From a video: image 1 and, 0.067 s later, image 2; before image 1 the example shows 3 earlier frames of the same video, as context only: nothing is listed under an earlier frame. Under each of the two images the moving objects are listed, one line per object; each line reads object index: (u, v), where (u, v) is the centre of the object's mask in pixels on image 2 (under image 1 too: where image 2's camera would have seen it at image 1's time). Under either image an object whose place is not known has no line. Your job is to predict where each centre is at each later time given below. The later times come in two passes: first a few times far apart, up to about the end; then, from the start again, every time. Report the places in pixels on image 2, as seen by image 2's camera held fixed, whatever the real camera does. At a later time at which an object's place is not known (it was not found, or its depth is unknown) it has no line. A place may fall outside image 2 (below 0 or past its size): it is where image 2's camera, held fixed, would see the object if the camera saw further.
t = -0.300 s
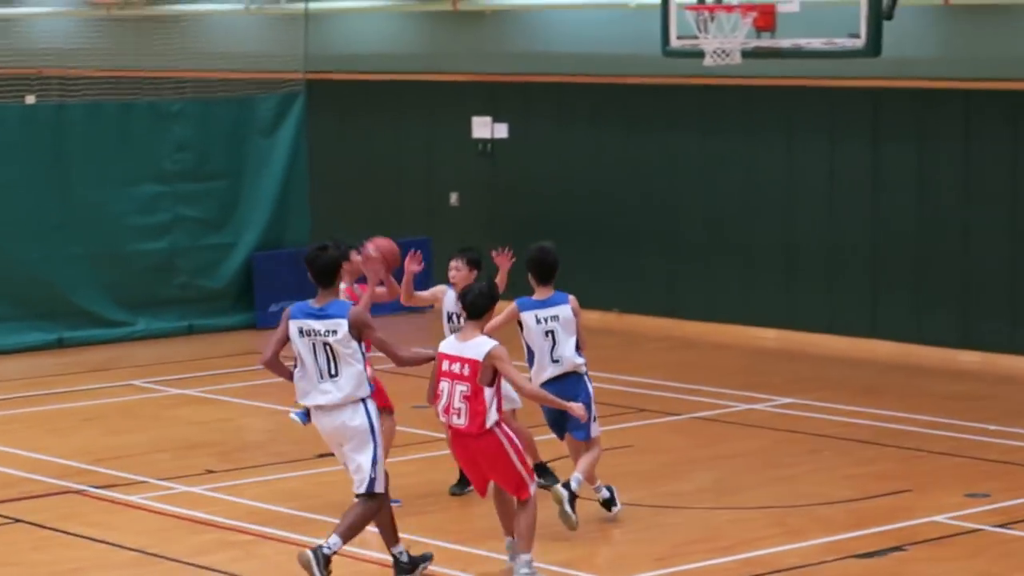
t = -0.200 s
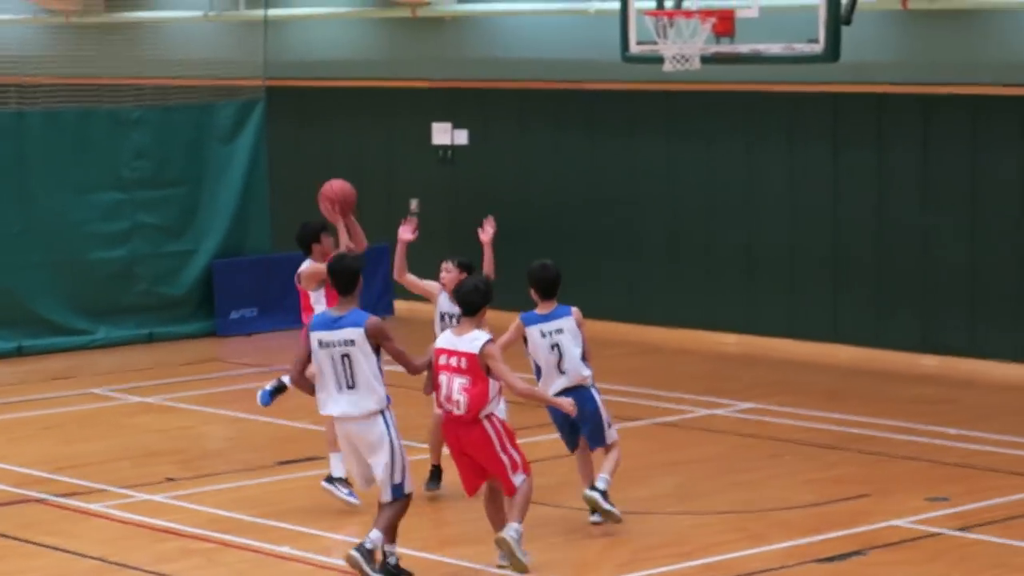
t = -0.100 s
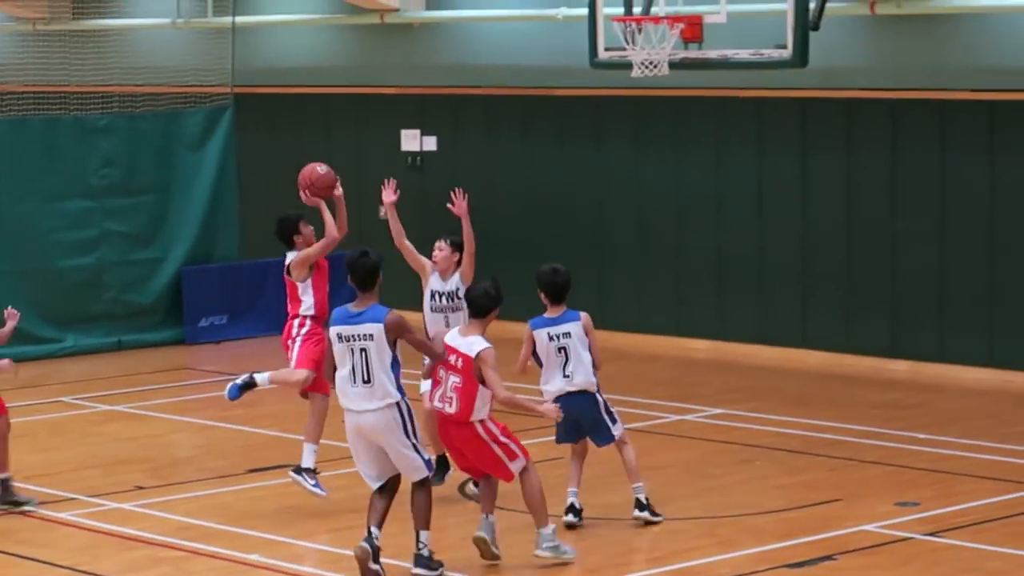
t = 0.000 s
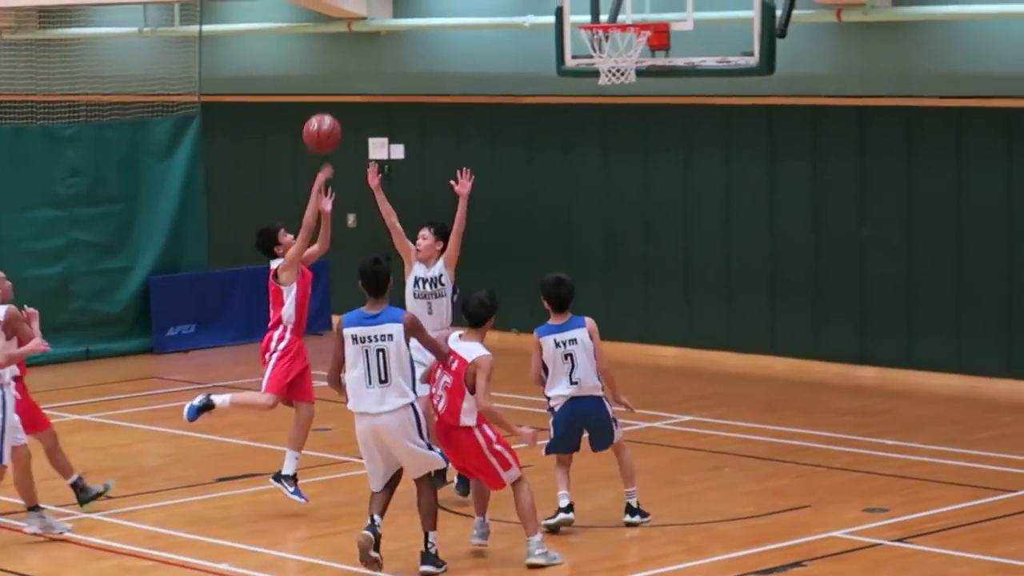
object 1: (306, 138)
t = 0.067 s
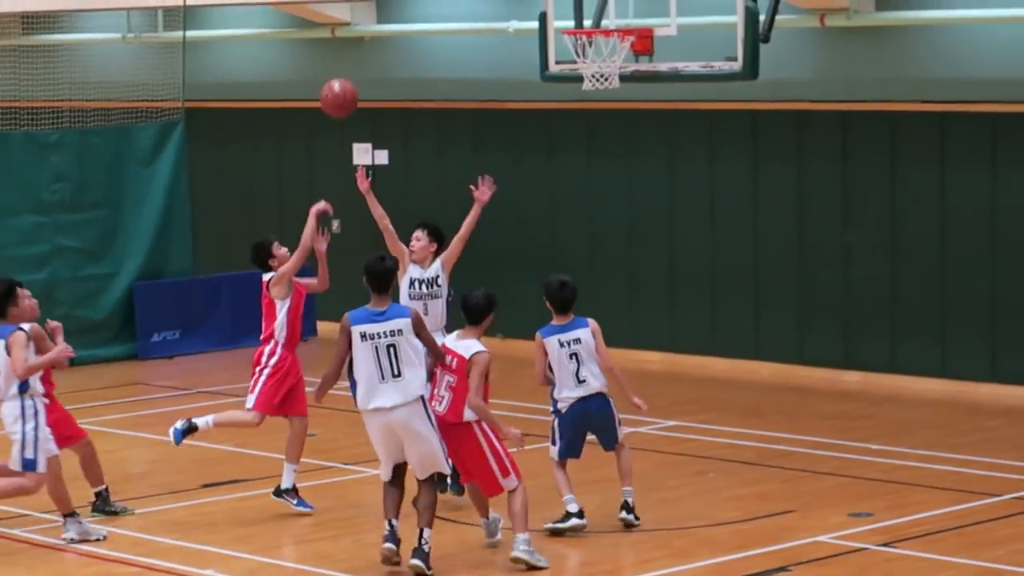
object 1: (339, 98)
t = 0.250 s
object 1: (428, 20)
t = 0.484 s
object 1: (539, -2)
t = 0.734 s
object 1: (584, 13)
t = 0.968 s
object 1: (533, 49)
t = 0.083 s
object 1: (347, 88)
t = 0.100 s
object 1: (355, 80)
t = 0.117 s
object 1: (363, 71)
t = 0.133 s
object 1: (371, 63)
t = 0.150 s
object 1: (379, 56)
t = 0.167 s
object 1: (387, 49)
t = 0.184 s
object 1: (396, 43)
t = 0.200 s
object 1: (404, 36)
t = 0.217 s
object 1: (412, 31)
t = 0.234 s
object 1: (420, 25)
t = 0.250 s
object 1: (428, 20)
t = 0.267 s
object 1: (436, 16)
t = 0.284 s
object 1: (444, 12)
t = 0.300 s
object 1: (452, 8)
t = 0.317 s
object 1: (461, 5)
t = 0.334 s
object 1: (468, 3)
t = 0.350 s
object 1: (477, 1)
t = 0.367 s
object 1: (484, 0)
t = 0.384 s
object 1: (492, -1)
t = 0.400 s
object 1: (500, -2)
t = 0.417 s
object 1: (508, -2)
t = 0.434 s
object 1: (516, -2)
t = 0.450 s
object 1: (524, -2)
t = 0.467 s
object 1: (531, -2)
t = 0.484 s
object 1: (539, -2)
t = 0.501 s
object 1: (547, -1)
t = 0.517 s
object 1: (555, 0)
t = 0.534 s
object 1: (563, 3)
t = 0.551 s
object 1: (571, 5)
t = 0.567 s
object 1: (578, 8)
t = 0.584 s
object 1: (586, 12)
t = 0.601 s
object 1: (592, 14)
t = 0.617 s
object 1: (595, 14)
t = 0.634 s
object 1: (599, 13)
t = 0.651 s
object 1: (601, 13)
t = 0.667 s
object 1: (598, 13)
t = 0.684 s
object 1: (594, 13)
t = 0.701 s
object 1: (590, 12)
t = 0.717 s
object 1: (587, 12)
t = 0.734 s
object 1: (584, 13)
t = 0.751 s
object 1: (579, 14)
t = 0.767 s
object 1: (575, 15)
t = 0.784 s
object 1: (571, 16)
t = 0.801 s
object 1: (567, 17)
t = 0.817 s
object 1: (563, 18)
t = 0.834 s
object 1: (559, 20)
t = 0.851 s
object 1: (556, 23)
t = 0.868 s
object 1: (553, 26)
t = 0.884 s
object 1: (550, 28)
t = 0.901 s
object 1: (547, 32)
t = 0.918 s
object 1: (543, 36)
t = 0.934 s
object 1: (540, 40)
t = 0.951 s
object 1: (537, 45)
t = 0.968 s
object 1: (533, 49)
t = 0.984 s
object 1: (530, 54)
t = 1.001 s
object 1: (527, 59)
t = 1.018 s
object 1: (523, 65)
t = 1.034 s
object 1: (520, 72)
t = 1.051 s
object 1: (517, 80)
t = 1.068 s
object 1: (514, 87)
